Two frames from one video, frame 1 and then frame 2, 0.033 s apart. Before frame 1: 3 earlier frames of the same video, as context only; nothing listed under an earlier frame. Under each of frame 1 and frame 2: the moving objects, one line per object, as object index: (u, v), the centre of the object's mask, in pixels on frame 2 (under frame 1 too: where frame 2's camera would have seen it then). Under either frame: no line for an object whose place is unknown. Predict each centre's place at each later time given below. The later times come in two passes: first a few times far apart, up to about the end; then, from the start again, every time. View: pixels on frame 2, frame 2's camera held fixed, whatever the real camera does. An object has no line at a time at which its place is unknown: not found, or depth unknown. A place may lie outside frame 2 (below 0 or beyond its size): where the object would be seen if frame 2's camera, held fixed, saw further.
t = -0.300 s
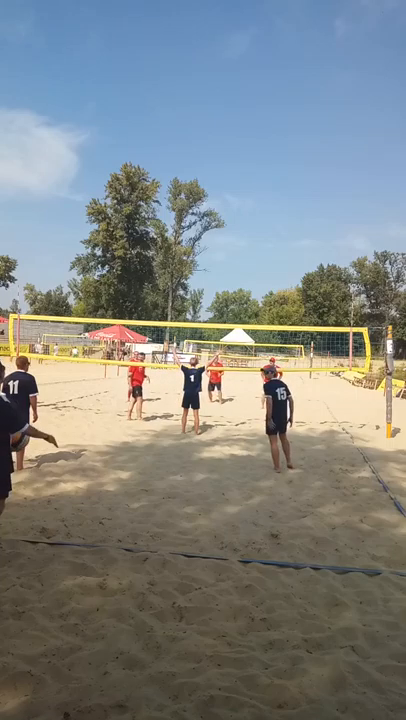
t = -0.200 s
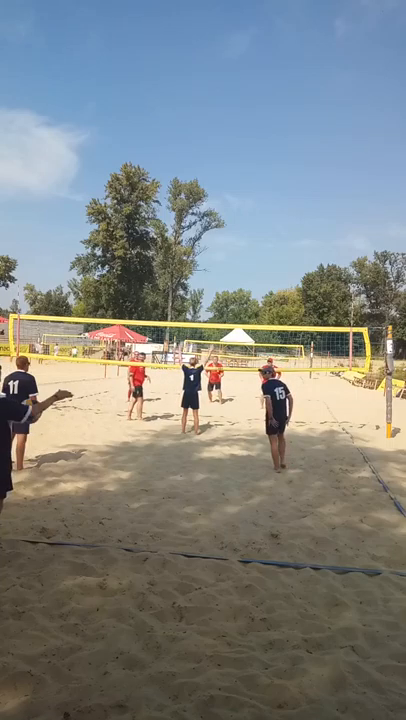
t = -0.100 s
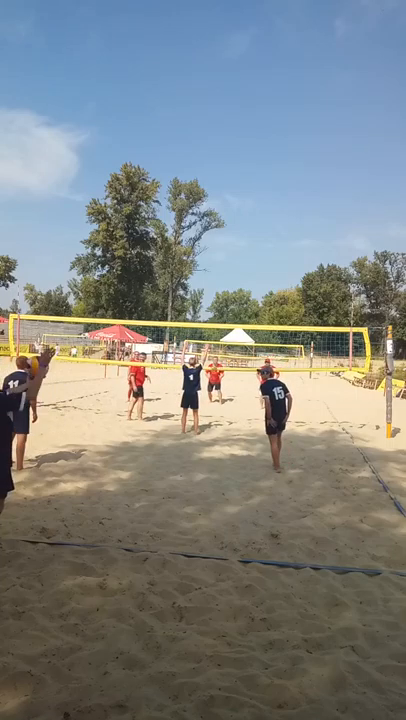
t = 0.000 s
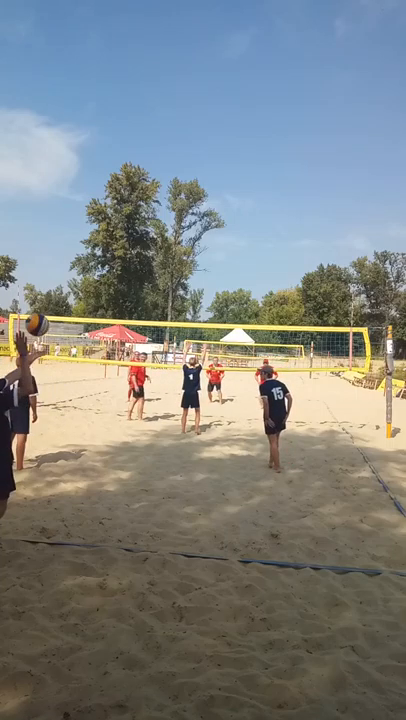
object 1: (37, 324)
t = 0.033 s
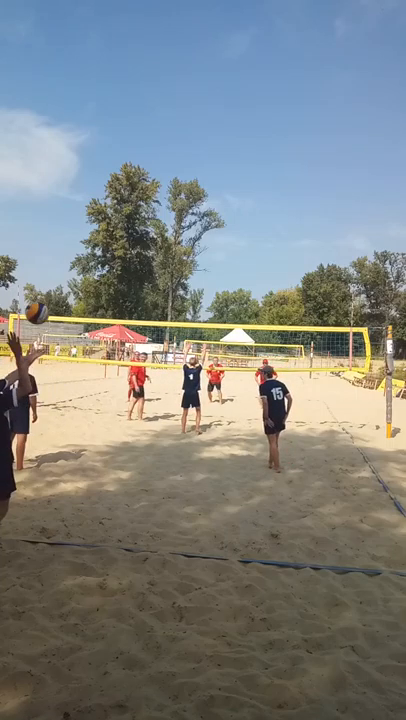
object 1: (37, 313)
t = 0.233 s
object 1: (35, 266)
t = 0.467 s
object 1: (31, 264)
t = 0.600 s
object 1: (27, 289)
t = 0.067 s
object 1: (36, 302)
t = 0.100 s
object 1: (36, 292)
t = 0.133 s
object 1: (36, 284)
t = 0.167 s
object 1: (36, 277)
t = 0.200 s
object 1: (35, 270)
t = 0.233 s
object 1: (35, 266)
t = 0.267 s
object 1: (34, 262)
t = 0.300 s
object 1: (34, 259)
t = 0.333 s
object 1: (33, 258)
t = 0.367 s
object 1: (33, 257)
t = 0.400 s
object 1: (32, 258)
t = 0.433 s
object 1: (31, 260)
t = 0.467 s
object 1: (31, 264)
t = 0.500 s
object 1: (30, 268)
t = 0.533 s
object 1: (29, 274)
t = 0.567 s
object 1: (28, 281)
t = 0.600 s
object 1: (27, 289)
